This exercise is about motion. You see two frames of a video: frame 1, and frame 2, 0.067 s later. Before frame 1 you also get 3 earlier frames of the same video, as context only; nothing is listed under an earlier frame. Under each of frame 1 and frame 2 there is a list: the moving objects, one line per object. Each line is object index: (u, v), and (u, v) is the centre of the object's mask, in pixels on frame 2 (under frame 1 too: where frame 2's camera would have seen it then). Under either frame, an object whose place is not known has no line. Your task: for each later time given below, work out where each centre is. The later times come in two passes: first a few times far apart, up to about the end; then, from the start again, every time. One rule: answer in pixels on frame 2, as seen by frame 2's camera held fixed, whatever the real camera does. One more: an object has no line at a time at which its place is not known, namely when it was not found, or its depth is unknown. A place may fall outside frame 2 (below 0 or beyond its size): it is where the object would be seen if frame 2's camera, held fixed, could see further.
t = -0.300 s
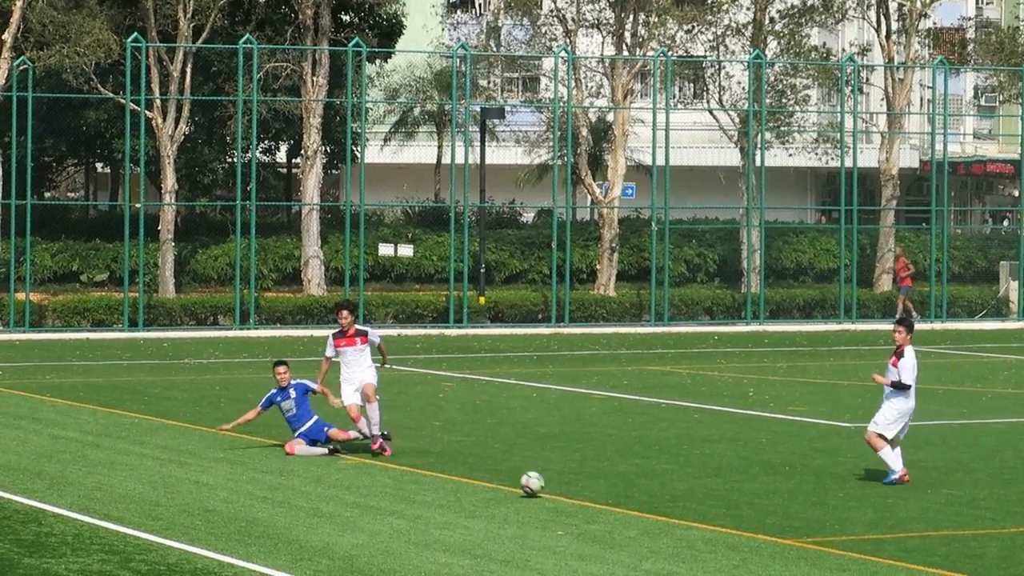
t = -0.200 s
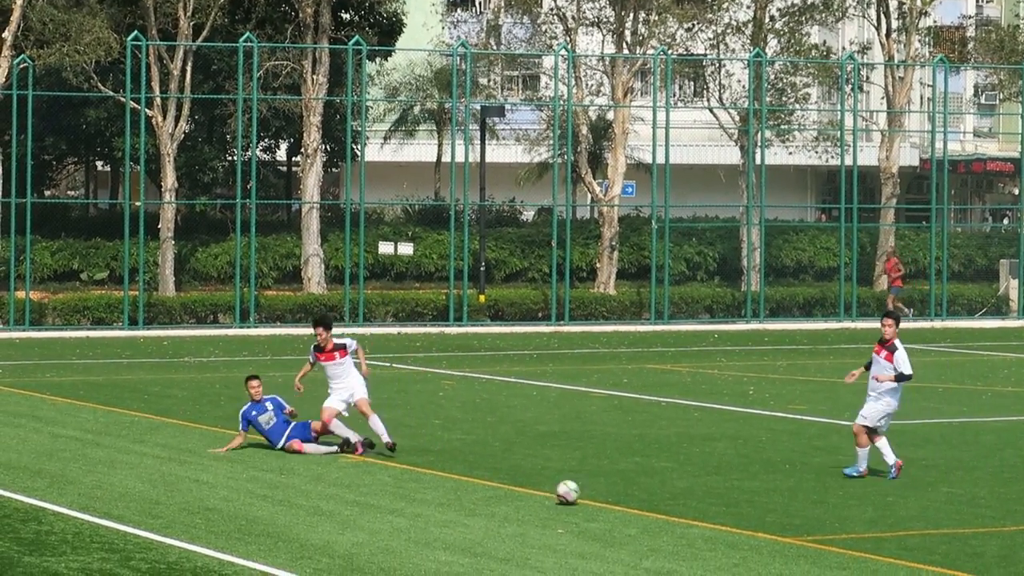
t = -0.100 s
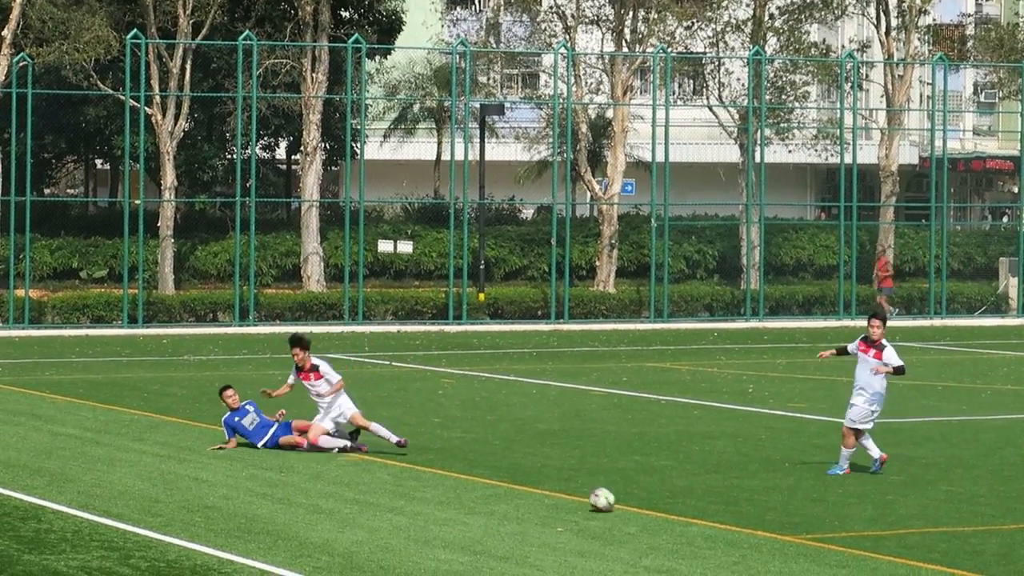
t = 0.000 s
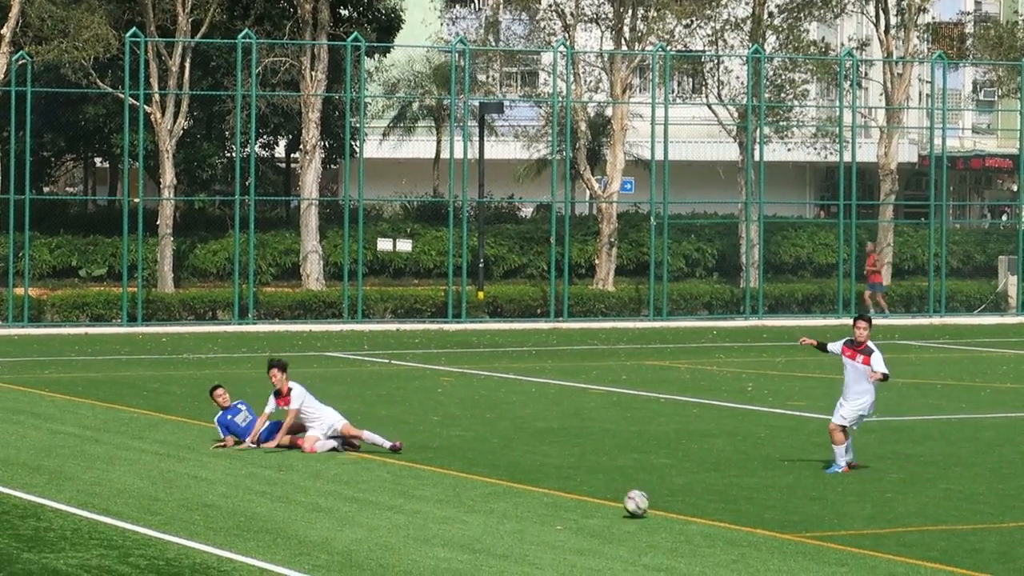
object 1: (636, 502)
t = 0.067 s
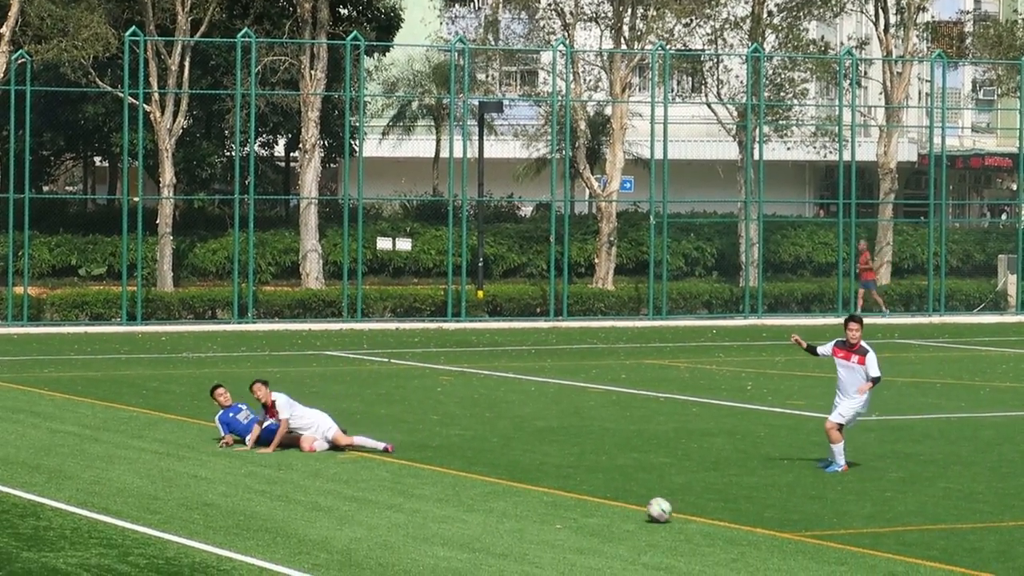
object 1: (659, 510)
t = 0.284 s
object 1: (736, 526)
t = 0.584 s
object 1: (850, 555)
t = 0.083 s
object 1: (665, 512)
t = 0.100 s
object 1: (671, 513)
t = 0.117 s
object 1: (676, 513)
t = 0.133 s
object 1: (682, 513)
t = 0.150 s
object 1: (688, 514)
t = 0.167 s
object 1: (694, 515)
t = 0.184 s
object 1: (700, 517)
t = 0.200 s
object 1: (705, 518)
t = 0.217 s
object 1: (712, 520)
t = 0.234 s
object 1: (717, 523)
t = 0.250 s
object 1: (724, 525)
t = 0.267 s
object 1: (730, 526)
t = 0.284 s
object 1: (736, 526)
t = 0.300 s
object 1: (742, 526)
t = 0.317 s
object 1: (748, 527)
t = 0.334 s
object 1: (754, 529)
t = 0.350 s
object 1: (761, 530)
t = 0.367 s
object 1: (767, 531)
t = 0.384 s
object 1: (773, 534)
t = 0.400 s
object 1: (779, 535)
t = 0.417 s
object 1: (785, 538)
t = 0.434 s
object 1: (792, 541)
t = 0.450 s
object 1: (799, 543)
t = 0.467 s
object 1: (804, 543)
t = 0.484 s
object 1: (811, 543)
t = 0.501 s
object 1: (817, 545)
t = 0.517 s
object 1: (824, 547)
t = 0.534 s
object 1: (831, 548)
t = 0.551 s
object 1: (836, 550)
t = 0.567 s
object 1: (843, 553)
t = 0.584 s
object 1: (850, 555)
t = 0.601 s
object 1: (857, 557)
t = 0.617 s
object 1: (862, 557)
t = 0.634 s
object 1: (868, 557)
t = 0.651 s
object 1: (872, 557)
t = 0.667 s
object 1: (876, 558)
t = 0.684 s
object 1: (882, 560)
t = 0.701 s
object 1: (888, 562)
